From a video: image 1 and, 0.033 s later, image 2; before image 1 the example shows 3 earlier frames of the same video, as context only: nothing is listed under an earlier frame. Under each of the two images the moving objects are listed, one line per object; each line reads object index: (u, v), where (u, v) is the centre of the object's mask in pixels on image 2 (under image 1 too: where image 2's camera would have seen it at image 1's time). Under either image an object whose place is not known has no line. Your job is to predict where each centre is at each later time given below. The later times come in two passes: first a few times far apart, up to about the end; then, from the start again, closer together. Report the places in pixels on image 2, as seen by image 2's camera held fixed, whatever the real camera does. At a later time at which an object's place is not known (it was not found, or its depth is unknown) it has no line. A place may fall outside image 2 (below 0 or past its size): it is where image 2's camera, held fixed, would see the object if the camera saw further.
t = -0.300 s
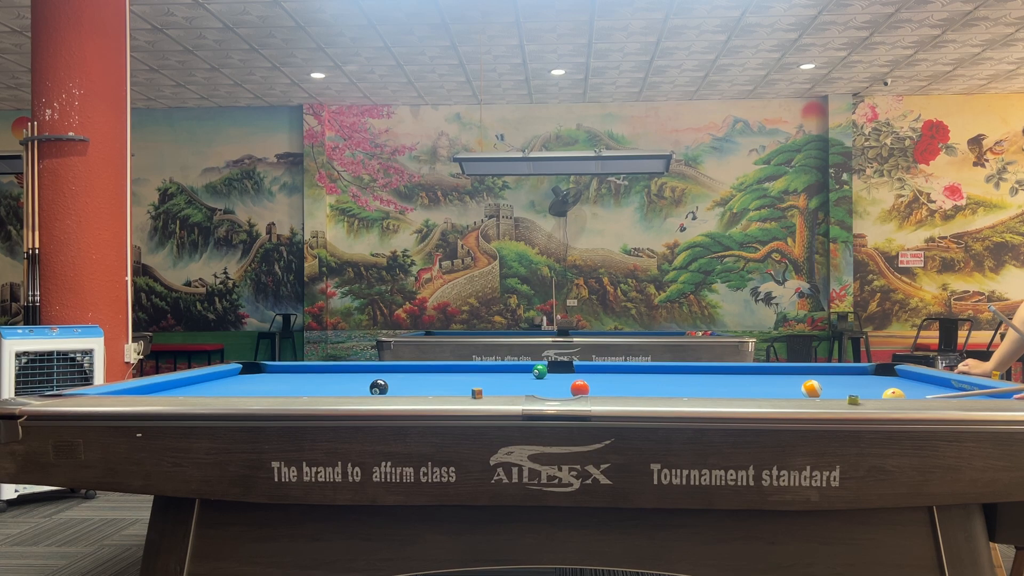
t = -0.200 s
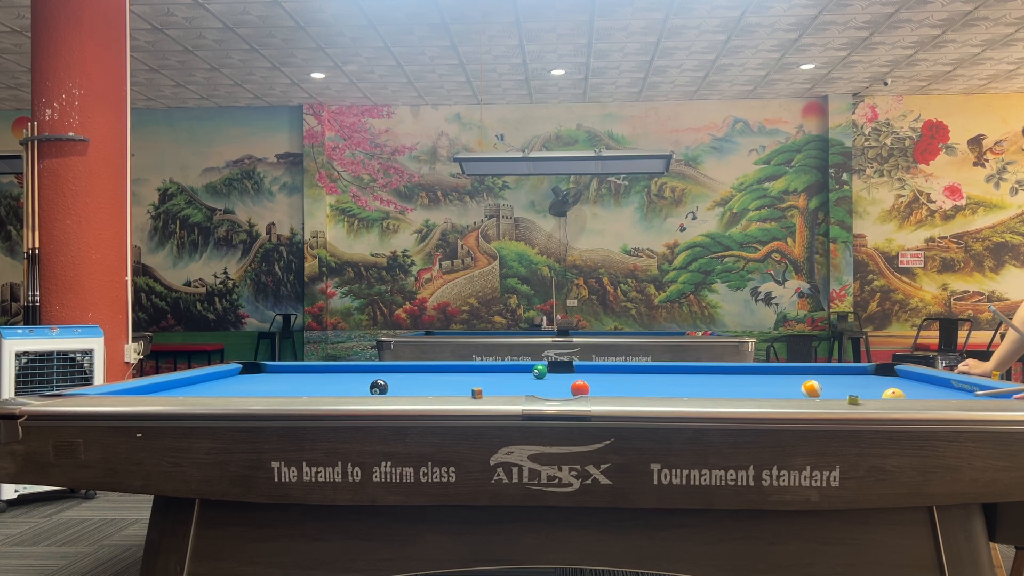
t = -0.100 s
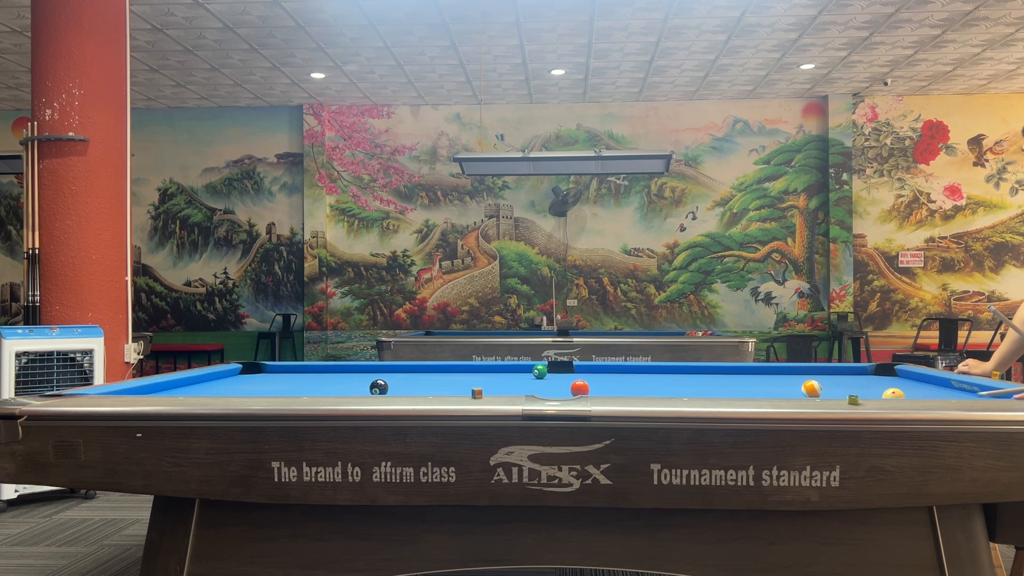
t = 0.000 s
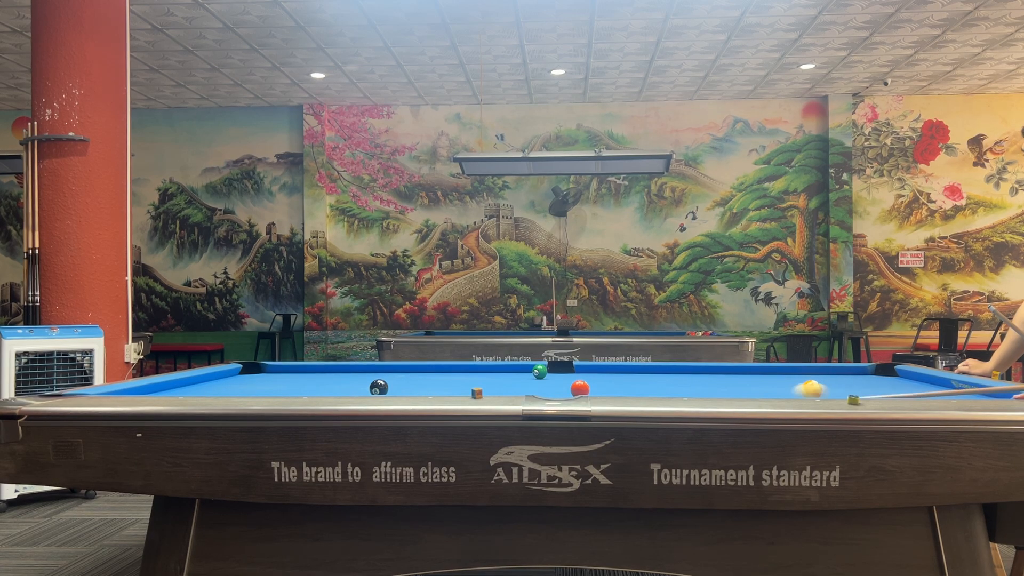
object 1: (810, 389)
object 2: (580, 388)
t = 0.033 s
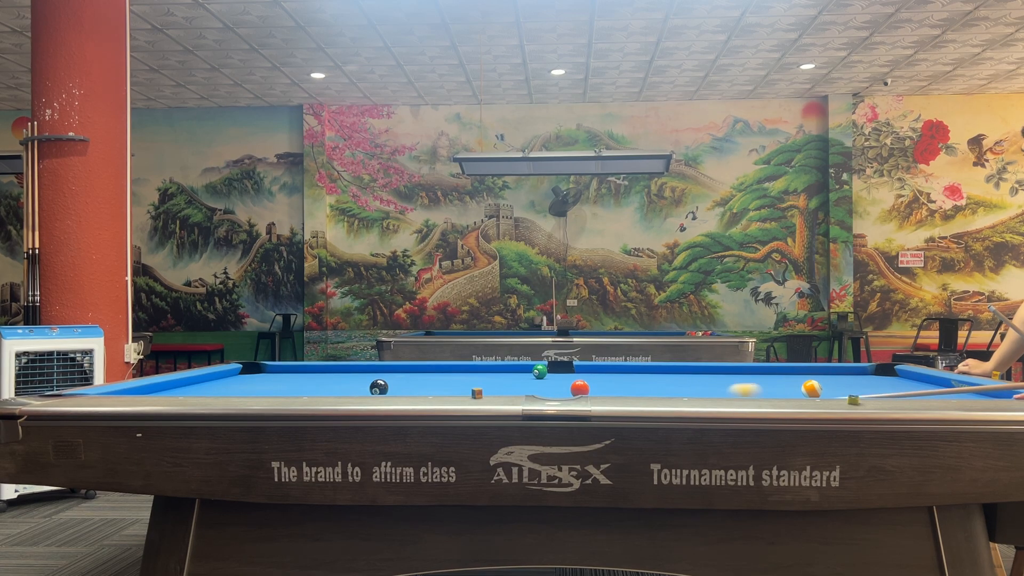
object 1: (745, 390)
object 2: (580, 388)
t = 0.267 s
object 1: (559, 380)
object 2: (378, 389)
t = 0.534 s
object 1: (512, 370)
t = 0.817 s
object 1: (495, 370)
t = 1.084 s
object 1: (491, 374)
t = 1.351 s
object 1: (486, 378)
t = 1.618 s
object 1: (481, 382)
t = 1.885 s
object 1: (476, 385)
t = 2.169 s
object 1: (468, 388)
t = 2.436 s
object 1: (463, 392)
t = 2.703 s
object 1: (465, 391)
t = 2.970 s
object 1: (468, 389)
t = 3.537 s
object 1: (479, 388)
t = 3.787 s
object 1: (477, 387)
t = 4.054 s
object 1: (480, 384)
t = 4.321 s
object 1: (481, 383)
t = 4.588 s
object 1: (482, 382)
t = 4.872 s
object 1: (483, 382)
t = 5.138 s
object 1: (484, 381)
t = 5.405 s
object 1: (484, 380)
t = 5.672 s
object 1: (484, 380)
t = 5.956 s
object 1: (484, 380)
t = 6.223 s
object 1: (484, 380)
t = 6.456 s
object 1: (484, 380)
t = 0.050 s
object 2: (580, 388)
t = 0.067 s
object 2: (580, 388)
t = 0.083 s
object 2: (580, 388)
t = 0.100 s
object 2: (580, 388)
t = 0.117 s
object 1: (599, 386)
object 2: (578, 388)
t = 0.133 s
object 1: (593, 385)
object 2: (557, 388)
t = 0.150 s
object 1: (588, 384)
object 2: (535, 387)
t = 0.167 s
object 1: (584, 383)
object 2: (512, 387)
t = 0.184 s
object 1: (579, 384)
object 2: (490, 387)
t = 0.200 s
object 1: (575, 383)
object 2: (466, 387)
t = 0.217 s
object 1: (571, 382)
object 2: (445, 388)
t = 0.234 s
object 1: (567, 381)
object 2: (422, 389)
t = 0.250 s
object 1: (563, 380)
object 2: (401, 389)
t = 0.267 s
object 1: (559, 380)
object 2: (378, 389)
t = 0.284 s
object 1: (555, 379)
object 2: (355, 390)
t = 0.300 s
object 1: (552, 378)
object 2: (332, 390)
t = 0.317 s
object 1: (549, 377)
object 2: (310, 390)
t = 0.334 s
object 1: (545, 377)
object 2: (287, 390)
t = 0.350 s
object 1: (542, 376)
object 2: (265, 391)
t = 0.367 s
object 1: (539, 375)
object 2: (243, 391)
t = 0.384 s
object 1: (536, 375)
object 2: (221, 391)
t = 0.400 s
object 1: (533, 374)
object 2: (198, 391)
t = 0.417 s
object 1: (530, 373)
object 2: (176, 391)
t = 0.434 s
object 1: (527, 373)
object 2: (153, 392)
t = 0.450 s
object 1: (525, 373)
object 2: (132, 392)
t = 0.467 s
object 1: (522, 372)
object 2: (109, 392)
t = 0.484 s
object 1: (519, 371)
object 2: (88, 392)
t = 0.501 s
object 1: (517, 371)
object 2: (65, 393)
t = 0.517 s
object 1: (515, 370)
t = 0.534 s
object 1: (512, 370)
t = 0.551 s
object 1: (510, 369)
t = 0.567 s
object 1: (508, 369)
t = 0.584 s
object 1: (505, 368)
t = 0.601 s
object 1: (503, 368)
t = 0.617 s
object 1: (500, 367)
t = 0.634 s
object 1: (498, 367)
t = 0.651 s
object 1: (497, 367)
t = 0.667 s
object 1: (497, 367)
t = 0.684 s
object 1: (497, 368)
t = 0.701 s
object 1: (497, 368)
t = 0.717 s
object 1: (496, 368)
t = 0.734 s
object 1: (496, 369)
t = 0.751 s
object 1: (496, 369)
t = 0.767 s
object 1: (496, 369)
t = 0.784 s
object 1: (496, 369)
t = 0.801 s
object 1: (495, 370)
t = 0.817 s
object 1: (495, 370)
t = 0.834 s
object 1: (495, 370)
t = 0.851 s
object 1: (495, 370)
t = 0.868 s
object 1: (494, 371)
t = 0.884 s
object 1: (494, 371)
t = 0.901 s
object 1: (494, 371)
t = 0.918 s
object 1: (494, 371)
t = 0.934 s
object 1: (493, 371)
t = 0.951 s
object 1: (493, 372)
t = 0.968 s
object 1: (493, 372)
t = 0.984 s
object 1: (492, 372)
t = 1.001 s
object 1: (492, 372)
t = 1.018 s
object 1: (492, 373)
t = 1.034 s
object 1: (492, 373)
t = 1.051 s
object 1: (492, 373)
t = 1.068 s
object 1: (491, 373)
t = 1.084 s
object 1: (491, 374)
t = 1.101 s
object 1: (490, 374)
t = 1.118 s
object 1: (490, 374)
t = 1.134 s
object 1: (490, 374)
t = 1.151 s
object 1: (490, 375)
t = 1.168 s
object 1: (489, 375)
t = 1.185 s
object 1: (489, 375)
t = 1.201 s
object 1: (489, 376)
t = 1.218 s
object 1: (488, 376)
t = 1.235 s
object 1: (488, 376)
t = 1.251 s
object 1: (488, 376)
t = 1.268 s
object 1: (488, 377)
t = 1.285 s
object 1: (487, 377)
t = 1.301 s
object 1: (487, 377)
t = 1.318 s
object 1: (487, 377)
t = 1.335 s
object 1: (486, 378)
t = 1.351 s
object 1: (486, 378)
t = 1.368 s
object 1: (486, 378)
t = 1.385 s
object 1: (486, 378)
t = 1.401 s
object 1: (485, 379)
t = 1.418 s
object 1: (485, 379)
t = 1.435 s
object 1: (485, 379)
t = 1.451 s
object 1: (484, 380)
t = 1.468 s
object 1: (484, 380)
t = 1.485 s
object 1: (484, 380)
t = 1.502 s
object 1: (483, 380)
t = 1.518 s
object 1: (483, 381)
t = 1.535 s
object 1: (483, 381)
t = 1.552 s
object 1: (483, 381)
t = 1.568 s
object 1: (482, 381)
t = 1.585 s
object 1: (482, 382)
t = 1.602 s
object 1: (481, 382)
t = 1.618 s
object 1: (481, 382)
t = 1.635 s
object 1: (481, 382)
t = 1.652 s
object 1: (481, 382)
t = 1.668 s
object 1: (480, 382)
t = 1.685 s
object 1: (480, 383)
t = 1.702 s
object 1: (480, 383)
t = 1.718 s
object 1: (480, 383)
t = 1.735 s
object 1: (479, 383)
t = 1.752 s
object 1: (479, 383)
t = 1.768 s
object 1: (479, 383)
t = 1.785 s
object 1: (478, 383)
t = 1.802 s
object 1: (478, 384)
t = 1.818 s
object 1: (477, 384)
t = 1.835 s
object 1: (477, 384)
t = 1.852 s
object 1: (477, 384)
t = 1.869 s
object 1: (476, 384)
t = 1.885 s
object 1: (476, 385)
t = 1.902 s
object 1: (476, 385)
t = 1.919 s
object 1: (475, 385)
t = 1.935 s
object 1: (475, 385)
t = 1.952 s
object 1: (474, 385)
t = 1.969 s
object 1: (474, 386)
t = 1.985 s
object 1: (473, 386)
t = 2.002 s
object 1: (473, 386)
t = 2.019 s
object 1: (473, 386)
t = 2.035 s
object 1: (472, 386)
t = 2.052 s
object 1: (471, 386)
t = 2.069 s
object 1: (471, 387)
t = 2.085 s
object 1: (471, 387)
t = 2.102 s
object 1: (470, 387)
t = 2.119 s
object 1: (470, 388)
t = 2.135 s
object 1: (469, 388)
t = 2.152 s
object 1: (469, 388)
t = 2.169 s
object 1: (468, 388)
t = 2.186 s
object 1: (468, 389)
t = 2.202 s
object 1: (468, 389)
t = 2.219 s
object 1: (467, 389)
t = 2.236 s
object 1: (466, 389)
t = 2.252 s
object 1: (466, 389)
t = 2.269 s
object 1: (466, 390)
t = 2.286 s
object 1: (466, 390)
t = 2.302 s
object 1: (466, 390)
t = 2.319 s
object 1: (465, 390)
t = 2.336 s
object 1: (465, 391)
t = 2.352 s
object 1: (465, 391)
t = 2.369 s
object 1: (464, 391)
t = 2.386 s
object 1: (464, 391)
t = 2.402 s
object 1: (464, 391)
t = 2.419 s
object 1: (464, 392)
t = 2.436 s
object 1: (463, 392)
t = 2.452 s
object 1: (463, 392)
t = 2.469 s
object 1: (463, 392)
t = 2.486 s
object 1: (463, 392)
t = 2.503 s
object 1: (463, 392)
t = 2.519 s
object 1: (463, 392)
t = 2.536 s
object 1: (463, 392)
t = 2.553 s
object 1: (463, 391)
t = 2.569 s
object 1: (464, 391)
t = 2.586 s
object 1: (464, 391)
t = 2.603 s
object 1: (464, 391)
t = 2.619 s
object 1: (464, 391)
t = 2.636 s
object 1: (464, 391)
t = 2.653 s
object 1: (464, 391)
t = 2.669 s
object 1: (464, 391)
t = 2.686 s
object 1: (465, 391)
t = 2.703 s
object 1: (465, 391)
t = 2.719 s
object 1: (465, 391)
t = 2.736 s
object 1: (465, 391)
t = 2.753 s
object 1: (465, 391)
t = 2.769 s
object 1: (465, 390)
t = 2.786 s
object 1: (466, 390)
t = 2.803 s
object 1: (466, 390)
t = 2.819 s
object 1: (466, 390)
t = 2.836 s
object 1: (466, 390)
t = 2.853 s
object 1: (467, 390)
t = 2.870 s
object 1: (467, 390)
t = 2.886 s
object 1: (467, 390)
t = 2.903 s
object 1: (467, 390)
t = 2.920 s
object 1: (467, 389)
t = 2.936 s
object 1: (467, 389)
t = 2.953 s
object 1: (467, 389)
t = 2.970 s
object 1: (468, 389)
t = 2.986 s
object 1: (468, 389)
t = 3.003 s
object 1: (468, 389)
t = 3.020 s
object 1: (468, 389)
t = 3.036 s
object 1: (468, 388)
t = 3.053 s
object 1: (469, 389)
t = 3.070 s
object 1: (468, 389)
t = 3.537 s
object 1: (479, 388)
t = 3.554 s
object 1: (477, 388)
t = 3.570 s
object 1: (475, 385)
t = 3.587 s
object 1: (476, 387)
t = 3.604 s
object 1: (476, 387)
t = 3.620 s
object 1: (476, 386)
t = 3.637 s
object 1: (476, 386)
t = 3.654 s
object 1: (476, 387)
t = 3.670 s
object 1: (476, 385)
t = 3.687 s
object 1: (477, 387)
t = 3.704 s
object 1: (476, 385)
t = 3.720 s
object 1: (477, 386)
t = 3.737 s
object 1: (477, 386)
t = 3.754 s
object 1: (477, 387)
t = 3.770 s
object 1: (477, 387)
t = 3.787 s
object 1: (477, 387)
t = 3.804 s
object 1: (477, 387)
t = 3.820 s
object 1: (477, 387)
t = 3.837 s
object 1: (477, 387)
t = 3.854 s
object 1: (478, 387)
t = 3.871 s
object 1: (478, 387)
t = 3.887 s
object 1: (478, 387)
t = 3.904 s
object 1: (478, 387)
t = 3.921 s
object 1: (479, 384)
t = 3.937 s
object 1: (479, 384)
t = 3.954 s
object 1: (479, 384)
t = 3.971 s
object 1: (479, 385)
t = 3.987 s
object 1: (479, 383)
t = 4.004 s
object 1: (479, 384)
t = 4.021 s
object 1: (480, 383)
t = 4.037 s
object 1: (479, 383)
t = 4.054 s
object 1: (480, 384)
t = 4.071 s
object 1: (480, 384)
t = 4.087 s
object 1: (480, 383)
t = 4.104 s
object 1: (480, 383)
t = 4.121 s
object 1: (480, 383)
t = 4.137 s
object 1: (480, 383)
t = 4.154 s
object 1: (480, 383)
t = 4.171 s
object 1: (480, 383)
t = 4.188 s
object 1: (480, 383)
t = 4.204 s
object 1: (480, 383)
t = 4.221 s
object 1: (480, 383)
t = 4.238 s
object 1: (480, 383)
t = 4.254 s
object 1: (480, 383)
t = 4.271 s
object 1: (480, 383)
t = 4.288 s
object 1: (481, 383)
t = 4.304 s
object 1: (481, 383)
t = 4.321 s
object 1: (481, 383)
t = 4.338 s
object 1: (481, 383)
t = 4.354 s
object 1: (481, 383)
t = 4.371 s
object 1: (481, 383)
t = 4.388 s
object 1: (481, 383)
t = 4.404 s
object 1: (481, 383)
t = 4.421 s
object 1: (481, 383)
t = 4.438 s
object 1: (481, 383)
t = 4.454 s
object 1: (481, 383)
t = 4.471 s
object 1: (481, 383)
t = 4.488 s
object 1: (481, 383)
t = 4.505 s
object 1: (481, 383)
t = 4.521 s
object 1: (482, 383)
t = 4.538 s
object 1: (482, 383)
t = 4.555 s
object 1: (482, 383)
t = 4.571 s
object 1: (482, 382)
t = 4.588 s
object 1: (482, 382)
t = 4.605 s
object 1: (482, 382)
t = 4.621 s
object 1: (482, 382)
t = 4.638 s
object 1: (482, 382)
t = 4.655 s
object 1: (482, 382)
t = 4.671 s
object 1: (482, 382)
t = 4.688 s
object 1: (482, 382)
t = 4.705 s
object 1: (482, 382)
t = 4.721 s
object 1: (483, 382)
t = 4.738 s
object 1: (482, 382)
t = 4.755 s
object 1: (483, 382)
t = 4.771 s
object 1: (483, 382)
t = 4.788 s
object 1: (483, 382)
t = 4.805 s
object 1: (483, 382)
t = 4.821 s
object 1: (483, 382)
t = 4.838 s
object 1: (483, 382)
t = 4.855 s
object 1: (483, 382)
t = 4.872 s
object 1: (483, 382)
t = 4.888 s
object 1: (483, 382)
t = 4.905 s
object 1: (483, 382)
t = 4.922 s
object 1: (484, 381)
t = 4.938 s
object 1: (484, 381)
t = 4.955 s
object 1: (484, 381)
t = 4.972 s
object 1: (484, 381)
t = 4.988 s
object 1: (484, 381)
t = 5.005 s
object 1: (484, 381)
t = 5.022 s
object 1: (484, 381)
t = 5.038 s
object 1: (484, 381)
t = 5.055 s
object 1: (484, 381)
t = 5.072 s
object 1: (484, 381)
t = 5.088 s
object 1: (484, 381)
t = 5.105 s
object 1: (484, 381)
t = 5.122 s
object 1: (484, 381)
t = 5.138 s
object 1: (484, 381)
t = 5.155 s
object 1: (485, 381)
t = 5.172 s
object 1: (485, 381)
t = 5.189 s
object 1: (485, 381)
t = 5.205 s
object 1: (485, 381)
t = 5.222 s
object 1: (485, 381)
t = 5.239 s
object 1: (485, 381)
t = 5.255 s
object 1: (485, 381)
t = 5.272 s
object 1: (485, 381)
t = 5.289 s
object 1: (485, 381)
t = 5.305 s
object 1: (485, 381)
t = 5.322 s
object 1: (485, 381)
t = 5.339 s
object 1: (485, 381)
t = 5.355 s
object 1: (484, 381)
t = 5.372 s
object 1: (484, 381)
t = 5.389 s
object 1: (484, 381)
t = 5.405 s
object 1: (484, 380)
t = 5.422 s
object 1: (484, 380)
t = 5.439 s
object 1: (484, 380)
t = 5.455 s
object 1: (484, 380)
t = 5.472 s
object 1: (484, 380)
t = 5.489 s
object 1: (484, 380)
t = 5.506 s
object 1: (484, 380)
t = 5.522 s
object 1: (484, 380)
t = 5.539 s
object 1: (484, 380)
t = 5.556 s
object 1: (484, 380)
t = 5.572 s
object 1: (484, 380)
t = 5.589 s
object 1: (484, 380)
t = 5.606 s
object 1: (484, 380)
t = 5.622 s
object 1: (484, 380)
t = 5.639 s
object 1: (484, 380)
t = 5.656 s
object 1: (484, 380)
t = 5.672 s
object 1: (484, 380)
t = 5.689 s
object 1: (484, 380)
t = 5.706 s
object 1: (484, 380)
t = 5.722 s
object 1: (484, 380)
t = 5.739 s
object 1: (484, 380)
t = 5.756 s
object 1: (484, 380)
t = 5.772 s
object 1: (484, 380)
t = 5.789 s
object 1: (484, 380)
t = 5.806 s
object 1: (484, 380)
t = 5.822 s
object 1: (484, 380)
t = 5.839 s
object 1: (484, 380)
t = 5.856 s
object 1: (484, 380)
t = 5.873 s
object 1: (484, 380)
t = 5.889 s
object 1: (484, 380)
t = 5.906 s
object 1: (484, 380)
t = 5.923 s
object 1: (484, 380)
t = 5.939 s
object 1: (484, 380)
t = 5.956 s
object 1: (484, 380)
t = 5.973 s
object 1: (484, 380)
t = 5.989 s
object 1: (484, 380)
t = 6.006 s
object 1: (484, 380)
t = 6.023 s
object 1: (484, 380)
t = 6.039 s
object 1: (484, 380)
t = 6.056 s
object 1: (484, 380)
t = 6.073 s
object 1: (484, 380)
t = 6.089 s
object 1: (484, 380)
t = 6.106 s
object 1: (484, 380)
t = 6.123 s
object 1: (484, 380)
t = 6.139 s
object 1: (484, 380)
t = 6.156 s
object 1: (484, 380)
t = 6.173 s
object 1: (484, 380)
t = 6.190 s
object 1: (484, 380)
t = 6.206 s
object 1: (484, 380)
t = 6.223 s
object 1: (484, 380)
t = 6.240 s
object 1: (484, 380)
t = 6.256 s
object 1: (484, 380)
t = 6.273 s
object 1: (484, 380)
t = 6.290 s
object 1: (484, 380)
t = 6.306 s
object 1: (484, 380)
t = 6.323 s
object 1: (484, 380)
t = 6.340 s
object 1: (484, 380)
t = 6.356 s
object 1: (484, 380)
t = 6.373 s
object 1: (484, 380)
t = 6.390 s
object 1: (484, 380)
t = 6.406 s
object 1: (484, 380)
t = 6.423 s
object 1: (484, 380)
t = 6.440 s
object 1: (484, 380)
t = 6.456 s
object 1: (484, 380)
